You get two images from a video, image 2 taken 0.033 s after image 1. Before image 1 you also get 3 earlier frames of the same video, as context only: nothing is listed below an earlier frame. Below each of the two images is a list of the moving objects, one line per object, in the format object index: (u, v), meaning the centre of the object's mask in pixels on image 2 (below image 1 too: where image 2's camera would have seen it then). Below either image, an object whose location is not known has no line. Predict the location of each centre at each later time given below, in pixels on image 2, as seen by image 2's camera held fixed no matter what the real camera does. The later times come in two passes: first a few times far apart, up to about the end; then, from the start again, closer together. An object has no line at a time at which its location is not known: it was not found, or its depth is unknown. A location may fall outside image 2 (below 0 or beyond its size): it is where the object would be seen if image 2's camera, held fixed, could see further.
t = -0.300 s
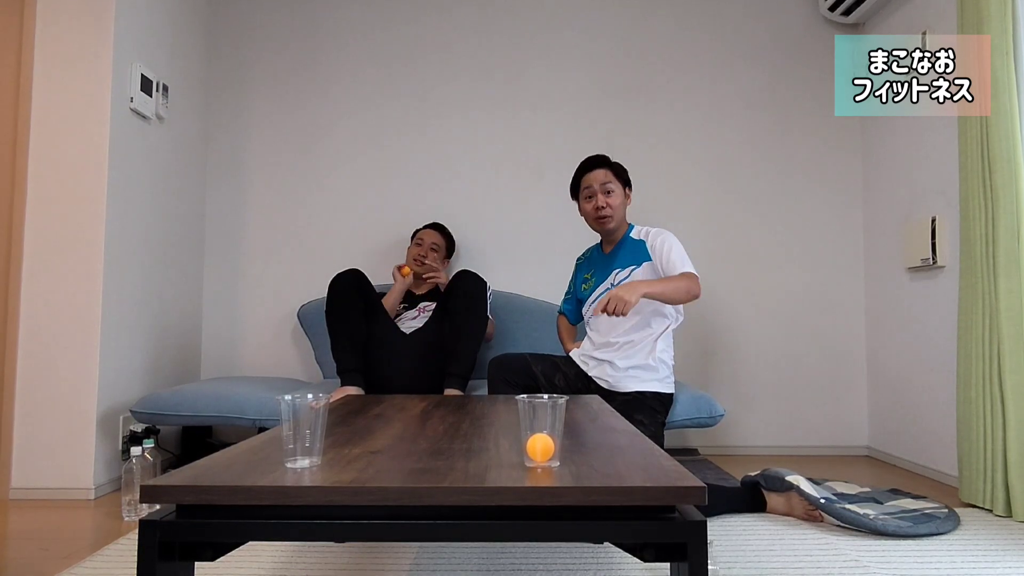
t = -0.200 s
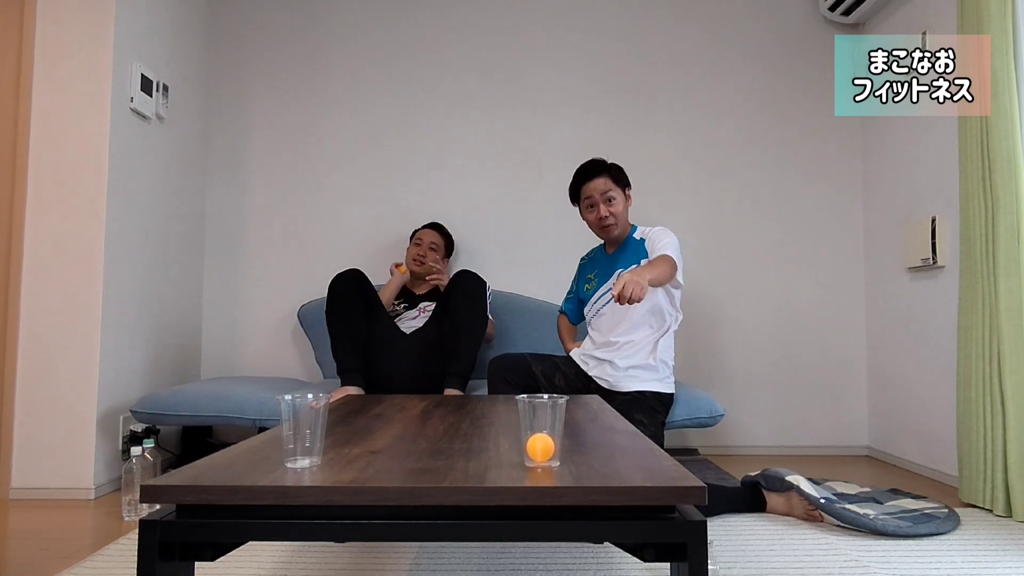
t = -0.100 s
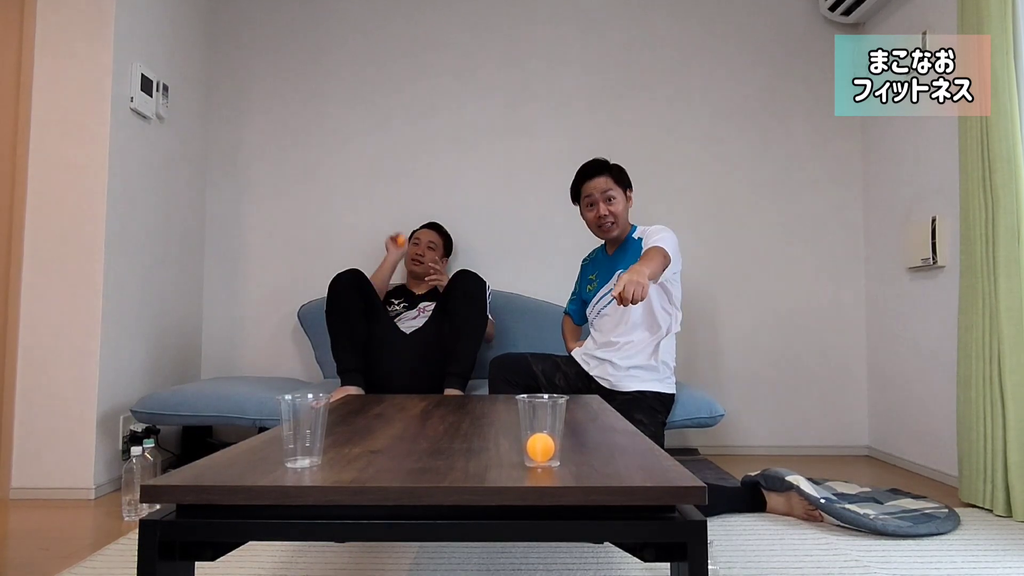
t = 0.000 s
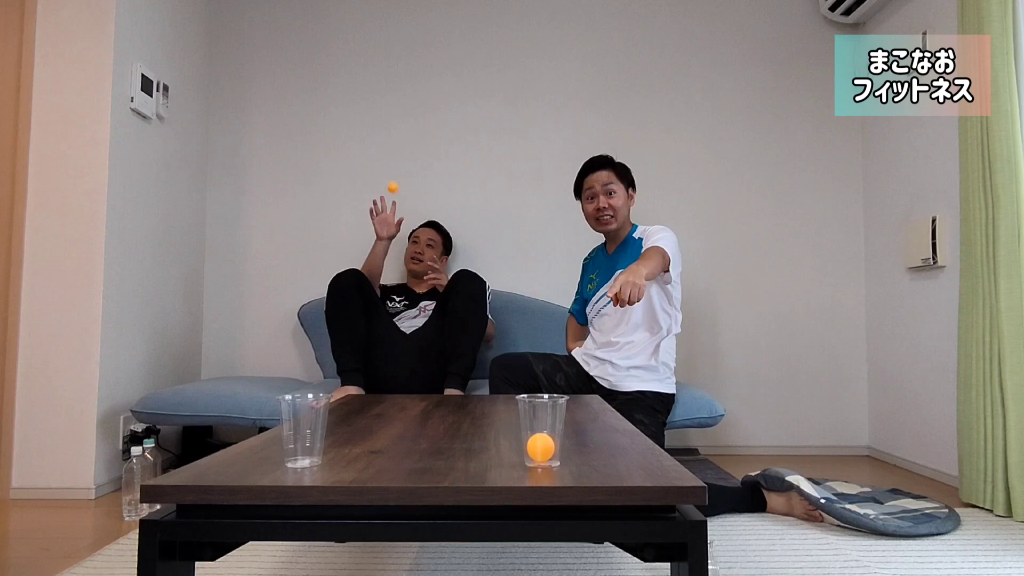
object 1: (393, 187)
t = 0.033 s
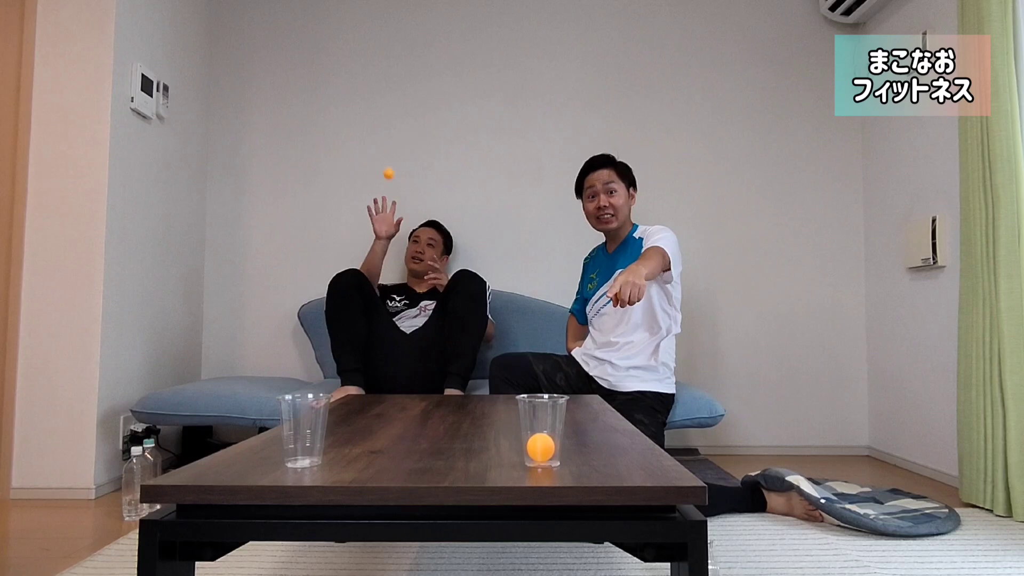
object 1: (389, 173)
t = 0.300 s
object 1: (340, 177)
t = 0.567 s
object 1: (243, 312)
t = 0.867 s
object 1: (94, 170)
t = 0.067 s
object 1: (384, 162)
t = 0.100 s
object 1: (380, 152)
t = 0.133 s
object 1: (375, 146)
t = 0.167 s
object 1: (369, 143)
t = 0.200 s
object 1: (363, 144)
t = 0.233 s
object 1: (356, 150)
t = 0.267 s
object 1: (349, 160)
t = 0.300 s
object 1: (340, 177)
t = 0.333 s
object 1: (331, 199)
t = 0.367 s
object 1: (320, 231)
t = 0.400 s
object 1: (308, 273)
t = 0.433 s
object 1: (293, 329)
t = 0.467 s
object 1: (276, 402)
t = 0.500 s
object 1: (263, 409)
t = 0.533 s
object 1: (254, 359)
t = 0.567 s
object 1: (243, 312)
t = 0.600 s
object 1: (232, 271)
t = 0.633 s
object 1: (221, 235)
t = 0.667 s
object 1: (208, 203)
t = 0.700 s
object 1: (193, 178)
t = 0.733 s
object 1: (178, 160)
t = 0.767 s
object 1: (161, 147)
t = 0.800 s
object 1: (141, 146)
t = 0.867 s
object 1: (94, 170)
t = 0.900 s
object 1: (65, 206)
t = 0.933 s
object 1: (35, 257)
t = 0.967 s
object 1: (11, 330)
